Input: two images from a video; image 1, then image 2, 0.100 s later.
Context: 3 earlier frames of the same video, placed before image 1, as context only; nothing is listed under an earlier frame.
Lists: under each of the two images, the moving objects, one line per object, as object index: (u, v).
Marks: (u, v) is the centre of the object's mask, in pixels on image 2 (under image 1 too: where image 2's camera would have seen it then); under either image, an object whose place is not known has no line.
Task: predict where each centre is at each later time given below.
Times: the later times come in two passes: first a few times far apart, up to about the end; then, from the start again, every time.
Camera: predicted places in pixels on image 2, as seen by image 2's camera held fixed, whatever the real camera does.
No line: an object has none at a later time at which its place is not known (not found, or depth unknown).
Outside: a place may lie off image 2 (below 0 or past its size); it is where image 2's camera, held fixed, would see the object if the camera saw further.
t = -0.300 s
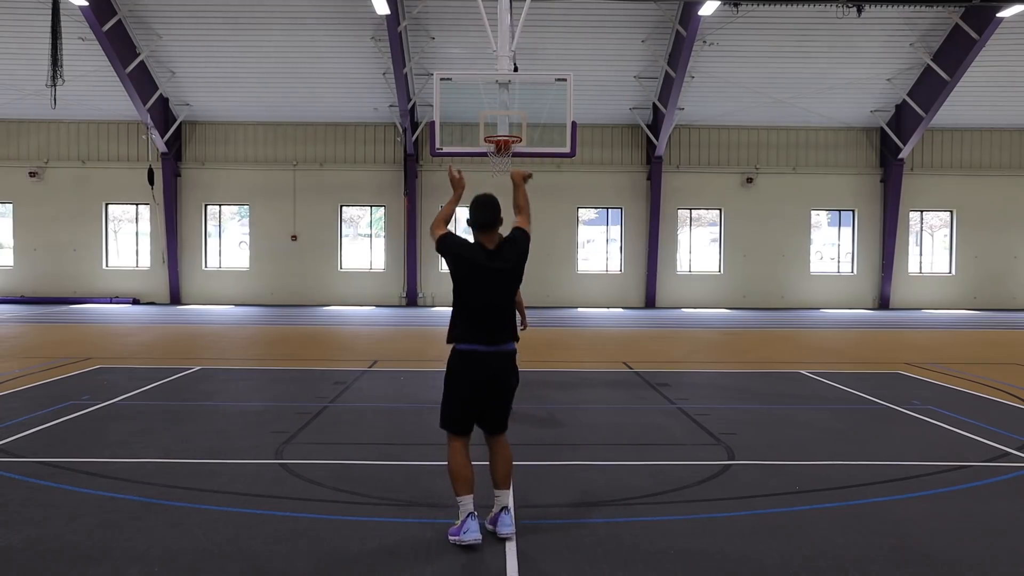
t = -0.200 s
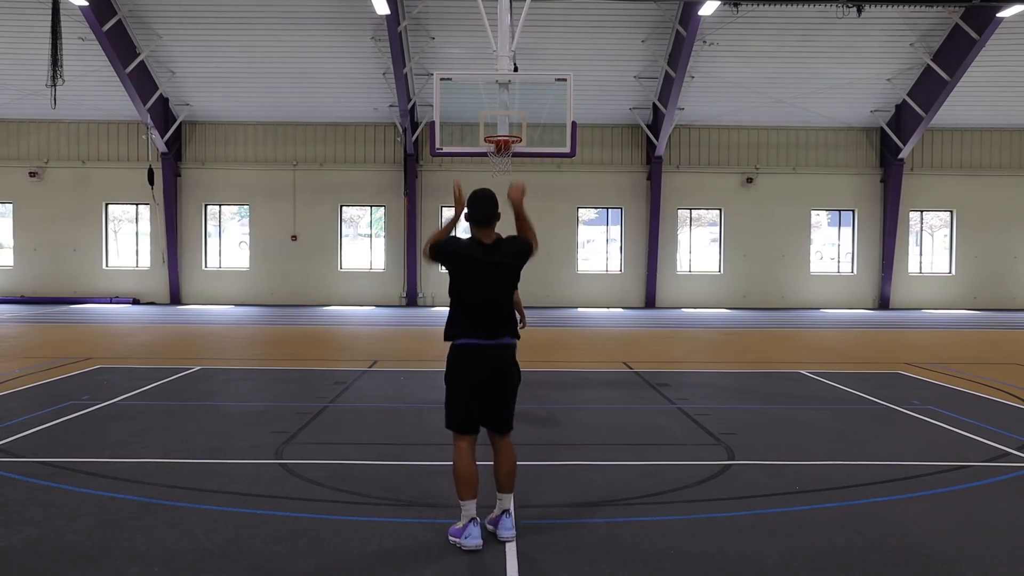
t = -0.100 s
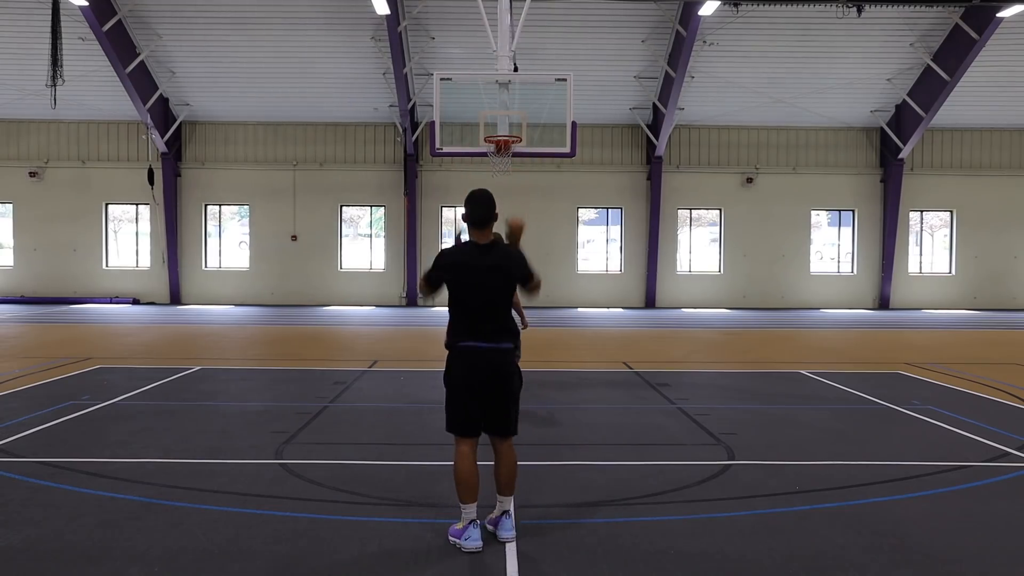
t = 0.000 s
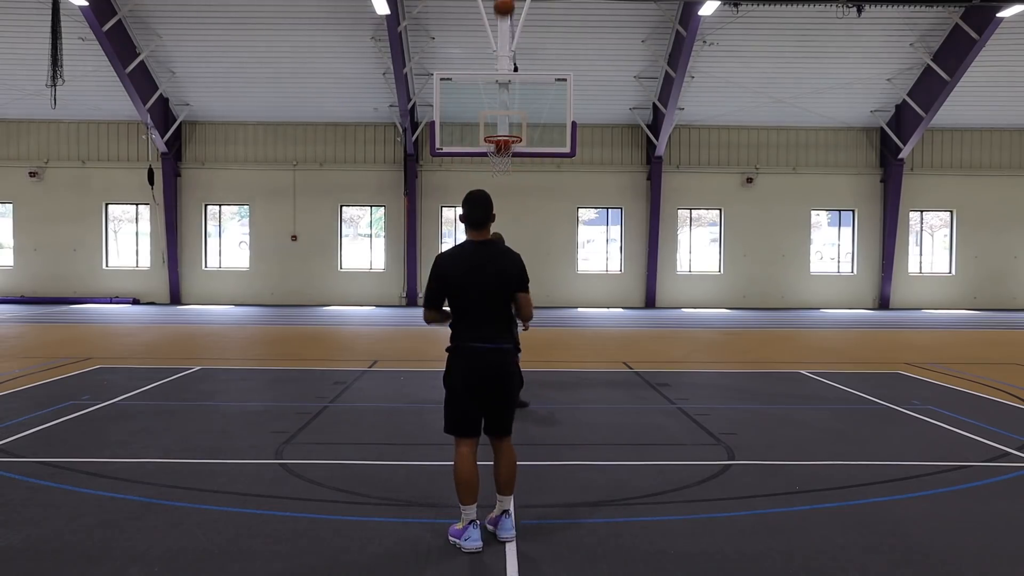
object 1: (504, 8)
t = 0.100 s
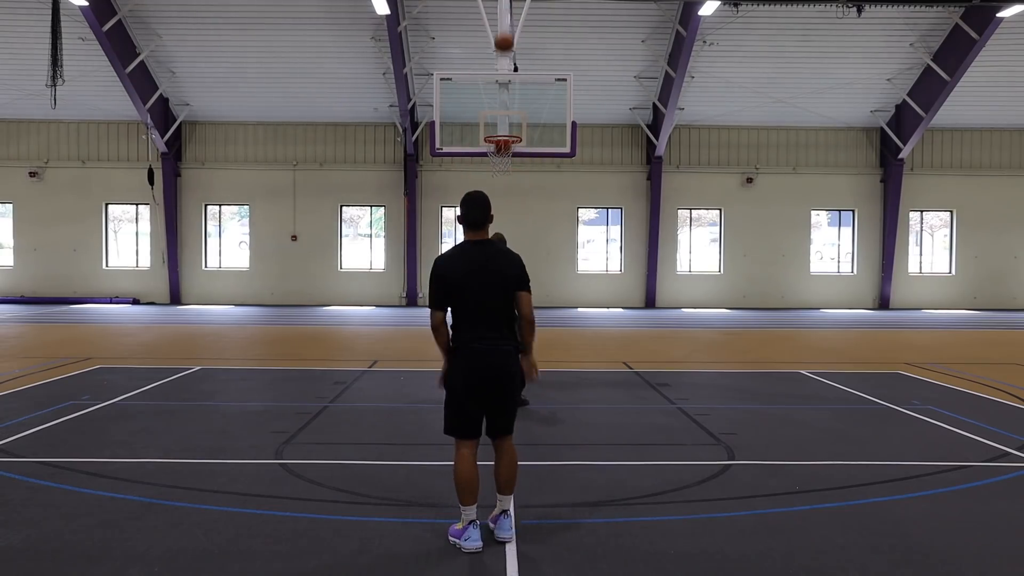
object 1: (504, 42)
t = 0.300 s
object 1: (504, 126)
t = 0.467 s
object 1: (503, 170)
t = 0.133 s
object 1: (503, 56)
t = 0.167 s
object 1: (504, 69)
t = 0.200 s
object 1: (504, 85)
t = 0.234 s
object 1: (504, 97)
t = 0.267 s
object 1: (504, 112)
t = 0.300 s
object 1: (504, 126)
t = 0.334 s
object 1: (504, 147)
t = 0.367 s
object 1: (504, 156)
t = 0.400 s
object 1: (503, 158)
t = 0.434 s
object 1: (503, 158)
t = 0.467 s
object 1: (503, 170)
